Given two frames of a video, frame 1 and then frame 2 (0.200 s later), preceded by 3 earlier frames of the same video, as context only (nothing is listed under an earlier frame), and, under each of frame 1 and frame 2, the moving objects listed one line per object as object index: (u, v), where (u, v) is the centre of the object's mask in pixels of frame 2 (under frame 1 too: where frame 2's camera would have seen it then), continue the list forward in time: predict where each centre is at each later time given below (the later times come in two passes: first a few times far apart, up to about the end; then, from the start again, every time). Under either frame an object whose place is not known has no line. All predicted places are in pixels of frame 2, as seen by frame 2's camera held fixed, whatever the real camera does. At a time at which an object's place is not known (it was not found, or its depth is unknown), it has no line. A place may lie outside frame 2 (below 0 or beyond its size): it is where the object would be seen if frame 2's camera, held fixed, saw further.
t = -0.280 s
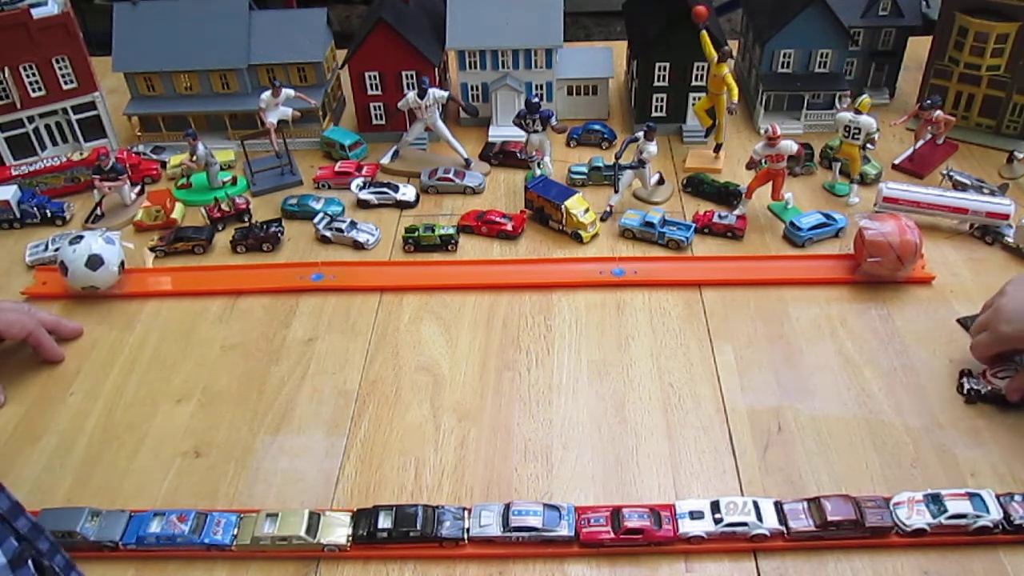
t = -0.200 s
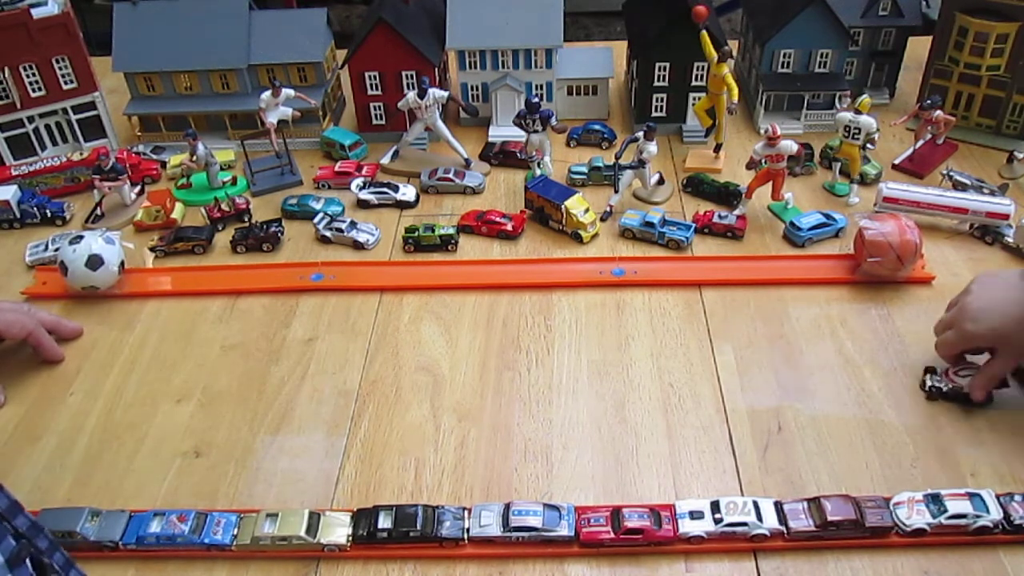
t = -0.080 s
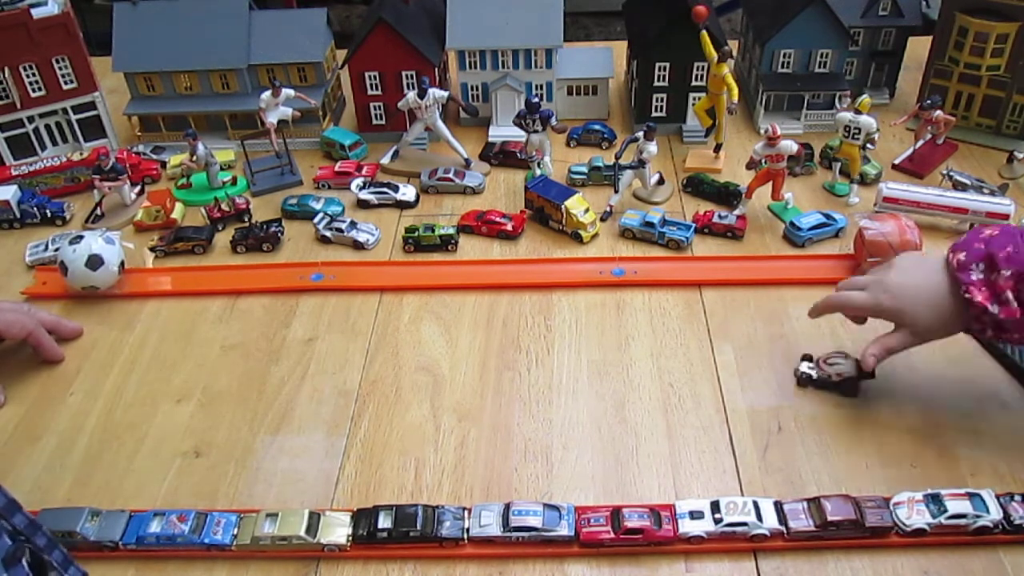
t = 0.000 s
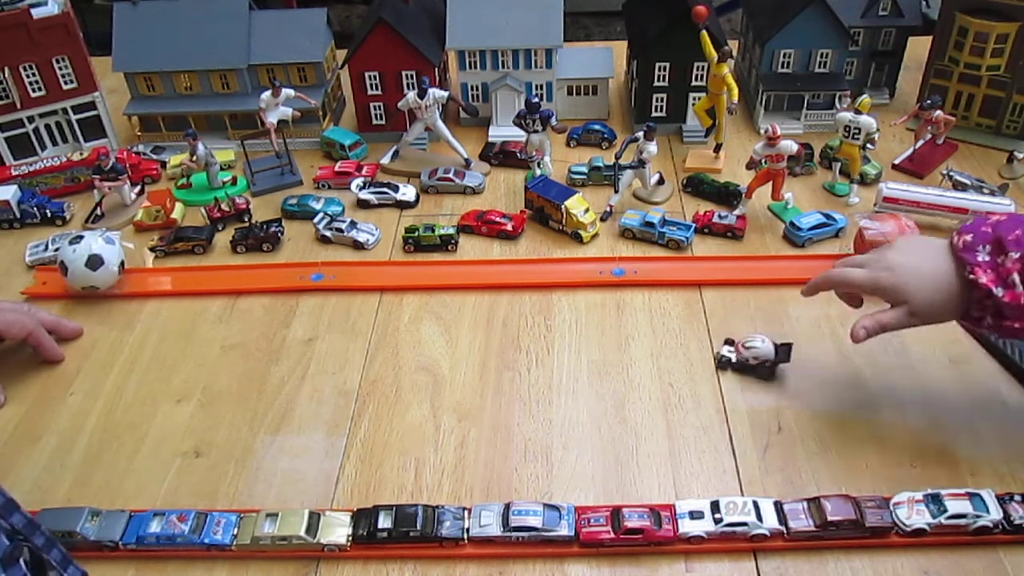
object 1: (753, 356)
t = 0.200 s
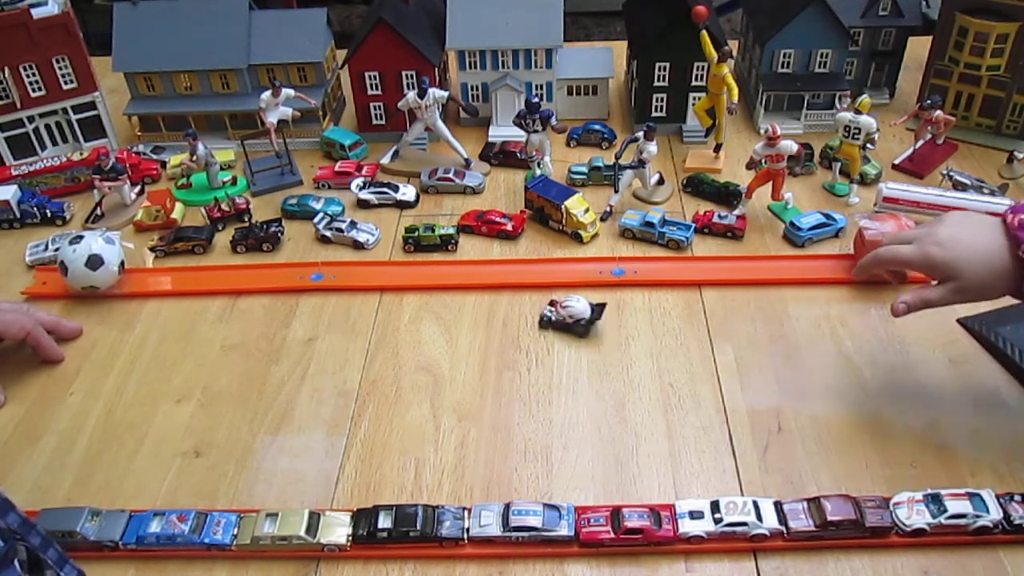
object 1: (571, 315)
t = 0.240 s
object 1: (539, 308)
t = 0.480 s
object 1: (373, 294)
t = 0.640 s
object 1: (276, 296)
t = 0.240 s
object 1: (539, 308)
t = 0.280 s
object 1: (507, 300)
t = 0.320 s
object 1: (479, 295)
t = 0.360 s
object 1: (451, 293)
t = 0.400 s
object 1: (424, 293)
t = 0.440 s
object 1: (398, 293)
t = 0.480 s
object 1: (373, 294)
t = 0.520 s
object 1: (348, 294)
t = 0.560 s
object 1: (323, 295)
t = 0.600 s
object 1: (300, 294)
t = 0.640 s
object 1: (276, 296)
